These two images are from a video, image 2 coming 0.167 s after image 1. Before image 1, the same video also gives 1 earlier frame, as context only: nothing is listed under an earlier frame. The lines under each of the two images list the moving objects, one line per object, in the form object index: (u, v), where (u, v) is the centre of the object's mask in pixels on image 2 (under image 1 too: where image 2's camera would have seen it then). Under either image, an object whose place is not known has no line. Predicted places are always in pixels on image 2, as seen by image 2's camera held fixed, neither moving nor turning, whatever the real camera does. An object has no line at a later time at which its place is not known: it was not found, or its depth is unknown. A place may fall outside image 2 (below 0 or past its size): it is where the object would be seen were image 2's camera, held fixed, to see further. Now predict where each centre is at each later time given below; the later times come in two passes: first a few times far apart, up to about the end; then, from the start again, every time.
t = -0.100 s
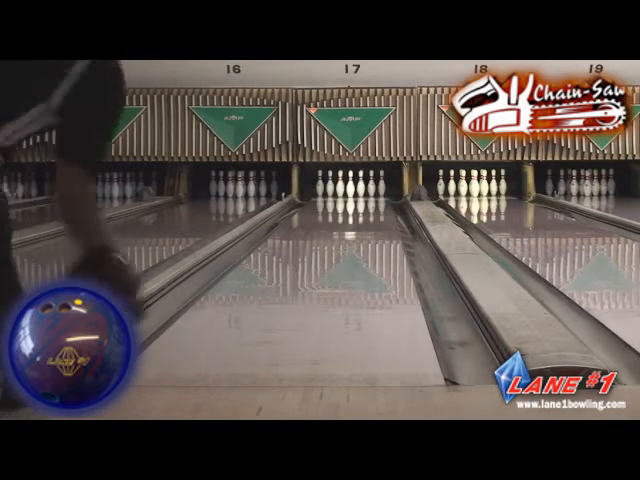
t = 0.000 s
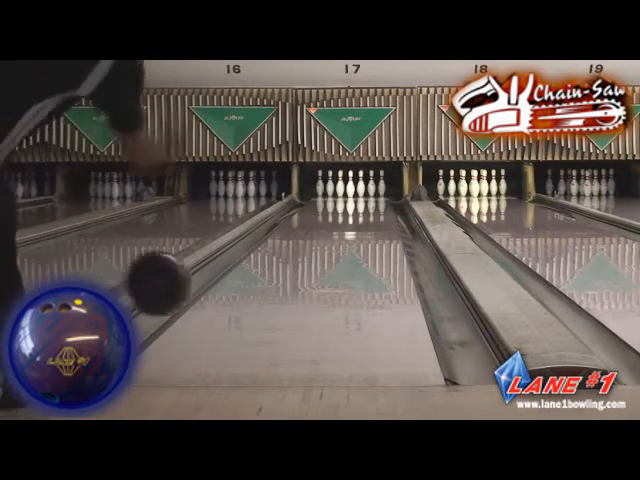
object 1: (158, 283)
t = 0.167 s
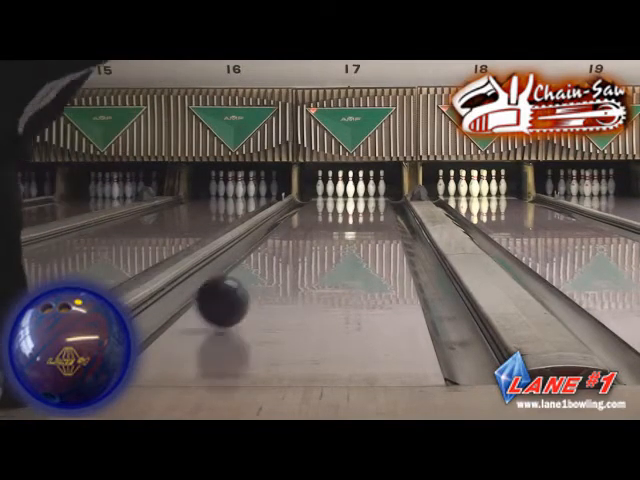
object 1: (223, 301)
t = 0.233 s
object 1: (241, 291)
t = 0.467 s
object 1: (288, 263)
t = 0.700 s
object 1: (319, 244)
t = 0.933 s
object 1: (339, 230)
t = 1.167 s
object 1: (354, 220)
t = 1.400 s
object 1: (365, 212)
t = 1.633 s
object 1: (371, 206)
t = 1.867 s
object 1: (374, 201)
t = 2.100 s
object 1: (373, 196)
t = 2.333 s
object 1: (366, 193)
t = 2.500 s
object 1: (358, 190)
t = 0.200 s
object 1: (232, 294)
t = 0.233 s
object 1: (241, 291)
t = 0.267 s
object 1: (249, 286)
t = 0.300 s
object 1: (256, 282)
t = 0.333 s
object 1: (263, 278)
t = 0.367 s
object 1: (270, 274)
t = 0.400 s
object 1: (276, 270)
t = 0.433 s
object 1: (282, 266)
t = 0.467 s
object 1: (288, 263)
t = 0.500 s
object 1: (293, 260)
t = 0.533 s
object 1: (298, 257)
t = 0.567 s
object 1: (303, 254)
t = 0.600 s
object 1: (307, 251)
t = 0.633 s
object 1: (311, 249)
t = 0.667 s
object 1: (315, 246)
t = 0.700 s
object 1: (319, 244)
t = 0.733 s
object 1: (322, 242)
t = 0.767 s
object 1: (326, 240)
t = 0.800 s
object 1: (328, 238)
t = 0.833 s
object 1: (331, 236)
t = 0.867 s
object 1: (334, 234)
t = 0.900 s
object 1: (337, 232)
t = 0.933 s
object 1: (339, 230)
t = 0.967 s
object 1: (342, 228)
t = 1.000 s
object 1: (344, 228)
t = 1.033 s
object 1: (345, 226)
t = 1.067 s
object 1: (348, 224)
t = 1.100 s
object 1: (350, 222)
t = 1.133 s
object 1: (352, 221)
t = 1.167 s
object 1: (354, 220)
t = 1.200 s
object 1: (355, 218)
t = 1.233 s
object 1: (357, 217)
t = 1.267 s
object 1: (359, 216)
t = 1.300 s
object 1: (361, 215)
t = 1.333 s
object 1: (362, 214)
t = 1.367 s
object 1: (364, 213)
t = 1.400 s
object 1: (365, 212)
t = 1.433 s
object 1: (366, 211)
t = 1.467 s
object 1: (366, 210)
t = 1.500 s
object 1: (367, 208)
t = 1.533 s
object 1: (369, 208)
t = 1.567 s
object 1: (370, 207)
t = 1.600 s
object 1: (371, 206)
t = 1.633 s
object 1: (371, 206)
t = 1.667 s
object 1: (372, 204)
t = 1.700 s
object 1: (373, 204)
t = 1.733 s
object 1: (373, 203)
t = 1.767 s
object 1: (374, 202)
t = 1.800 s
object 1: (375, 201)
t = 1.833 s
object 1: (374, 201)
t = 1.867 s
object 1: (374, 201)
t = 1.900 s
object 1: (374, 200)
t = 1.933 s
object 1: (374, 199)
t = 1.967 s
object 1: (374, 199)
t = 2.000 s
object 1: (374, 198)
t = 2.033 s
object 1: (374, 198)
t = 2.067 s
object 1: (373, 197)
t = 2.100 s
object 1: (373, 196)
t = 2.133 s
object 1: (372, 196)
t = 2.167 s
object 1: (372, 195)
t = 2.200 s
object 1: (371, 195)
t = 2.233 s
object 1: (370, 195)
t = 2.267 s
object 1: (369, 194)
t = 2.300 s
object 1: (368, 193)
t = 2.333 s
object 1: (366, 193)
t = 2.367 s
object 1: (365, 192)
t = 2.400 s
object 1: (363, 192)
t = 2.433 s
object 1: (362, 192)
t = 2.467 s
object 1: (360, 191)
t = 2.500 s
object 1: (358, 190)
